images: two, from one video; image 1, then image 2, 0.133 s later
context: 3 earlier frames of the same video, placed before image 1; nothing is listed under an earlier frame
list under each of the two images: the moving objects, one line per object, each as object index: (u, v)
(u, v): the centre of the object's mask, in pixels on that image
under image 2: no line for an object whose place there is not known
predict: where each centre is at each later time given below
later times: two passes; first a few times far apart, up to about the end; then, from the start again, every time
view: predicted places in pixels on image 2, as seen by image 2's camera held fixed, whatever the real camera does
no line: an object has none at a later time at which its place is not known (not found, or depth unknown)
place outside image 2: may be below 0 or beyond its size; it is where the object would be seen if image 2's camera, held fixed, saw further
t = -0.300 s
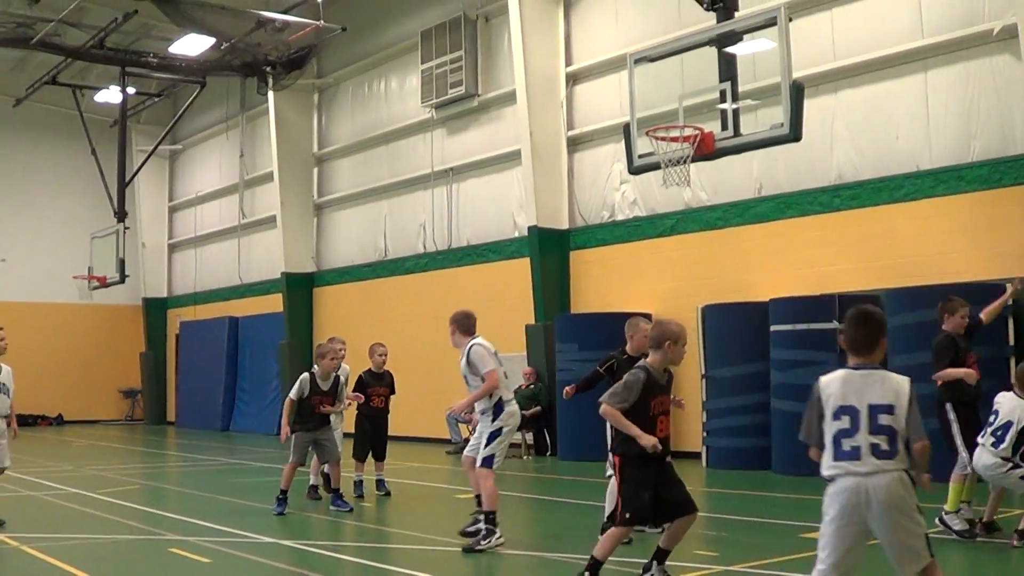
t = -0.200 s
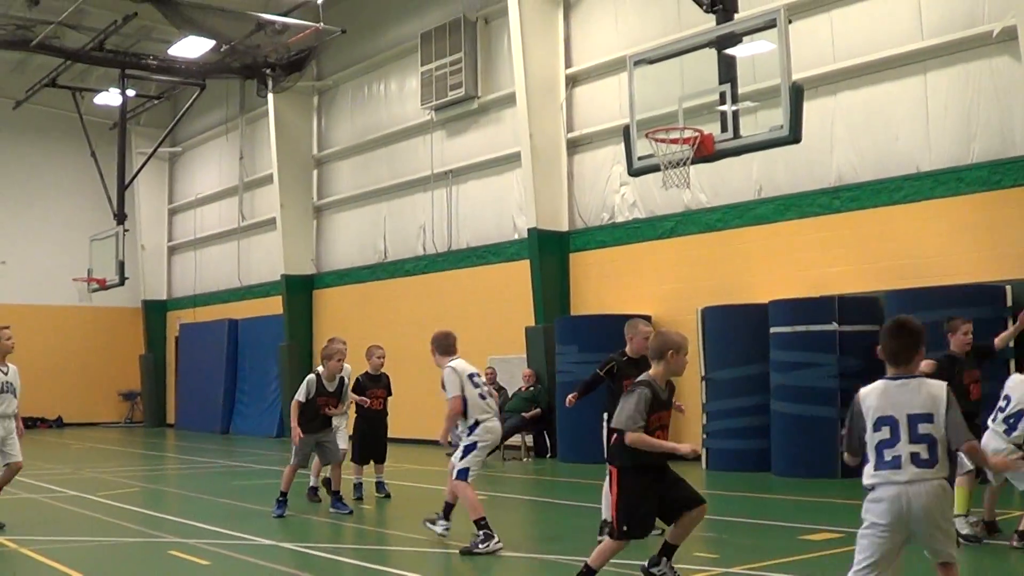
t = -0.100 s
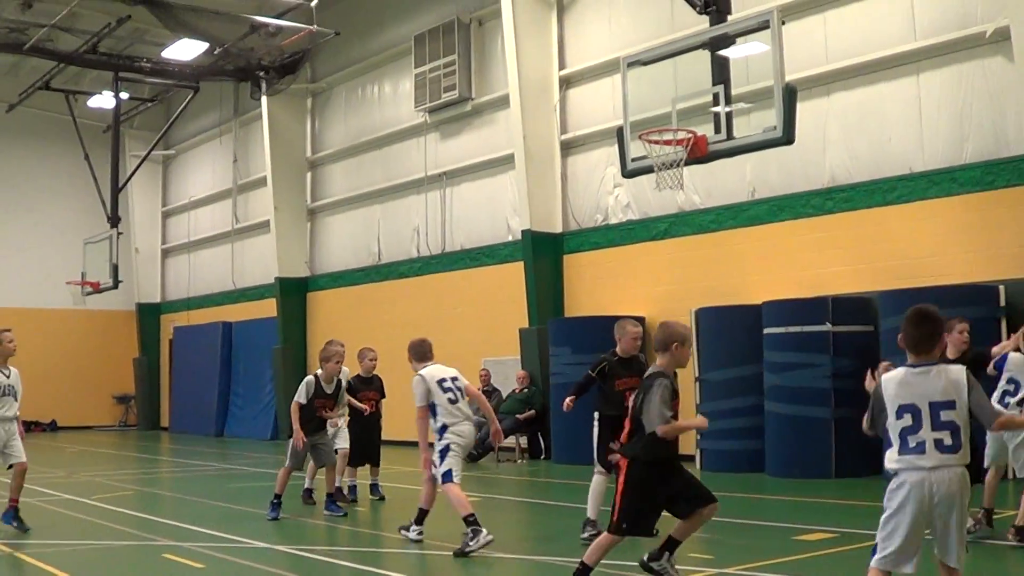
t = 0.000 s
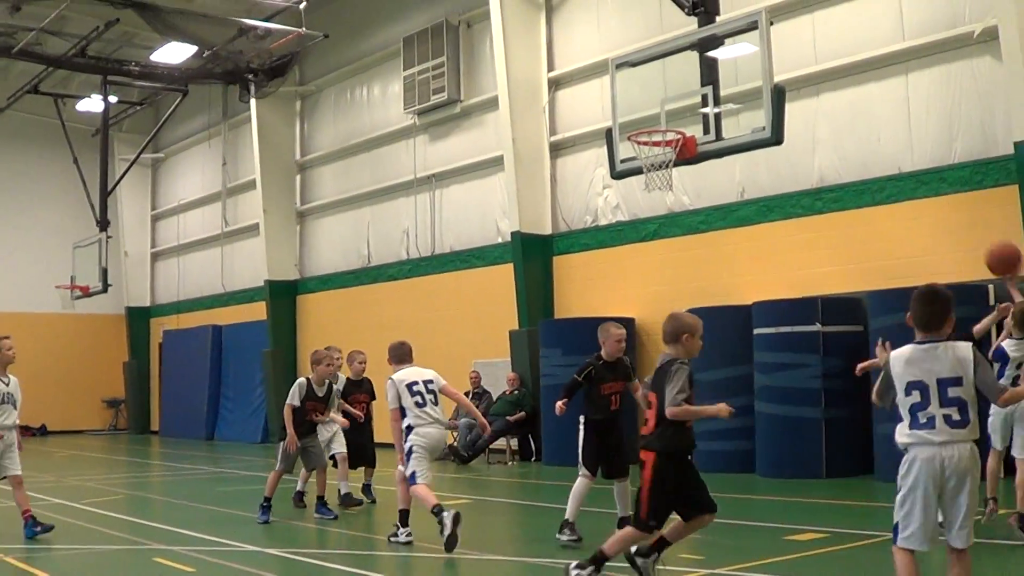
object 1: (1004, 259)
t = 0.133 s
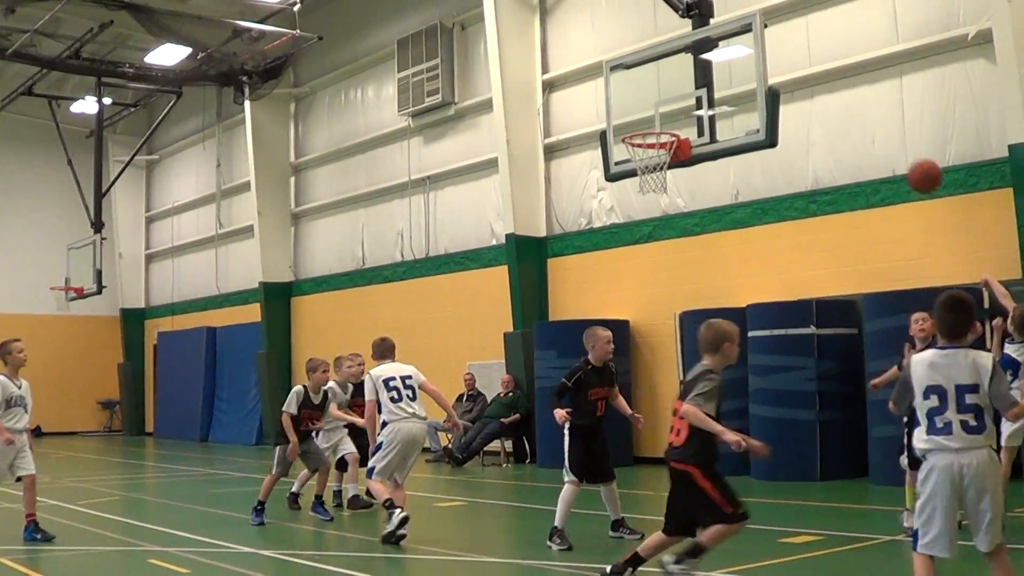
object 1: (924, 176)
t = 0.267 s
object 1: (858, 123)
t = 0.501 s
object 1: (760, 95)
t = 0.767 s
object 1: (668, 147)
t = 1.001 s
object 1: (606, 242)
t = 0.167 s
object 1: (907, 159)
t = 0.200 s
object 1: (890, 145)
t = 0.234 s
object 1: (874, 132)
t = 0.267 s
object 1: (858, 123)
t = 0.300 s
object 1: (842, 114)
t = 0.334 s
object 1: (827, 107)
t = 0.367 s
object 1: (813, 101)
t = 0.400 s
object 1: (799, 97)
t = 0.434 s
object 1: (785, 95)
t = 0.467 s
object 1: (773, 95)
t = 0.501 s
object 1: (760, 95)
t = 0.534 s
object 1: (747, 97)
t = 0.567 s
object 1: (735, 101)
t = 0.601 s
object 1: (724, 106)
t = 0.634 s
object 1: (712, 111)
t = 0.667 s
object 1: (701, 119)
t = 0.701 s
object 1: (690, 127)
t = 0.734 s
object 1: (679, 138)
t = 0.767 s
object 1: (668, 147)
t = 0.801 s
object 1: (658, 160)
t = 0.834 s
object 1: (649, 172)
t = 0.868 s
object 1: (639, 184)
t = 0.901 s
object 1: (631, 198)
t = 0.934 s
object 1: (623, 212)
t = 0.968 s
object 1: (616, 228)
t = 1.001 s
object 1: (606, 242)
